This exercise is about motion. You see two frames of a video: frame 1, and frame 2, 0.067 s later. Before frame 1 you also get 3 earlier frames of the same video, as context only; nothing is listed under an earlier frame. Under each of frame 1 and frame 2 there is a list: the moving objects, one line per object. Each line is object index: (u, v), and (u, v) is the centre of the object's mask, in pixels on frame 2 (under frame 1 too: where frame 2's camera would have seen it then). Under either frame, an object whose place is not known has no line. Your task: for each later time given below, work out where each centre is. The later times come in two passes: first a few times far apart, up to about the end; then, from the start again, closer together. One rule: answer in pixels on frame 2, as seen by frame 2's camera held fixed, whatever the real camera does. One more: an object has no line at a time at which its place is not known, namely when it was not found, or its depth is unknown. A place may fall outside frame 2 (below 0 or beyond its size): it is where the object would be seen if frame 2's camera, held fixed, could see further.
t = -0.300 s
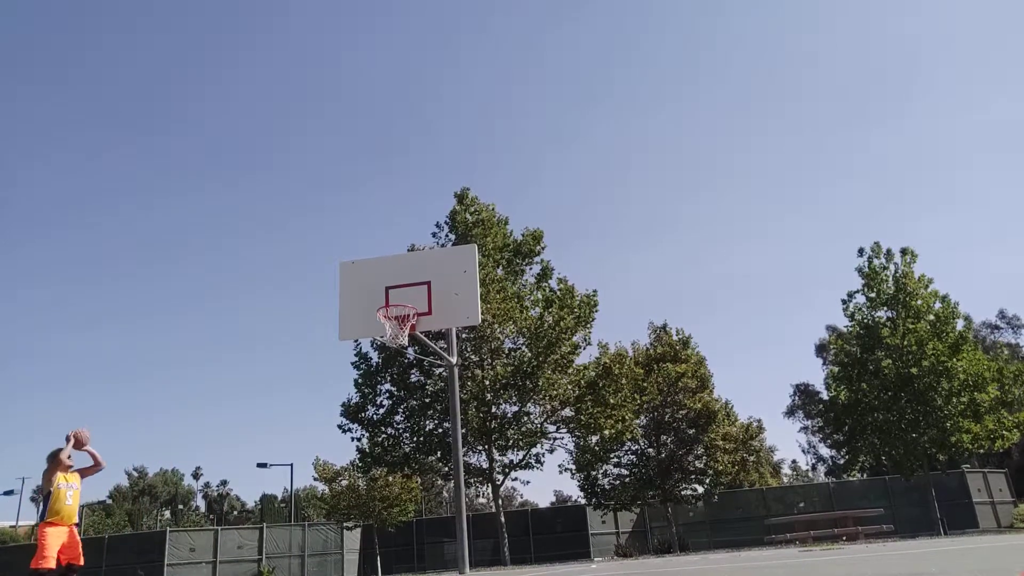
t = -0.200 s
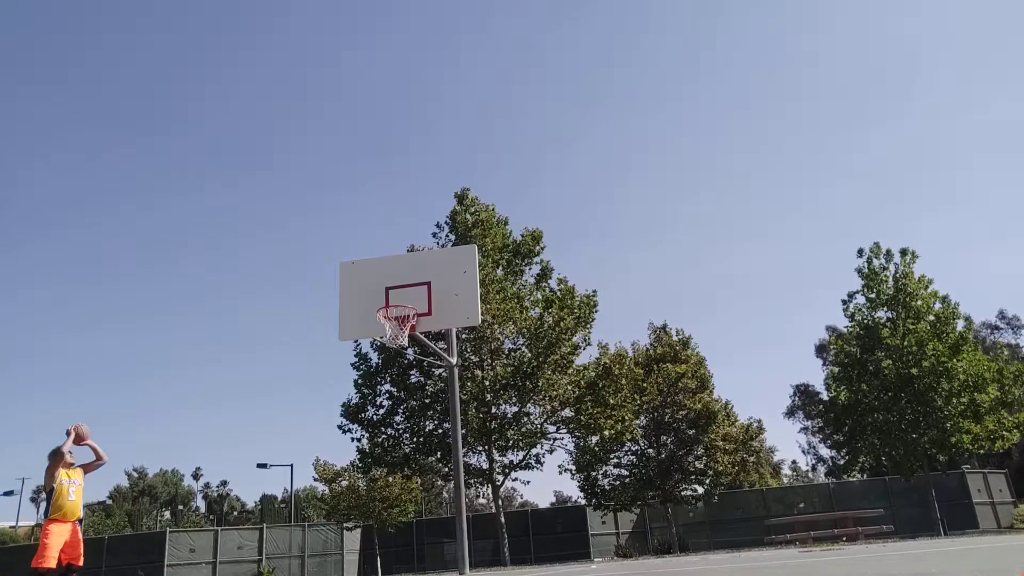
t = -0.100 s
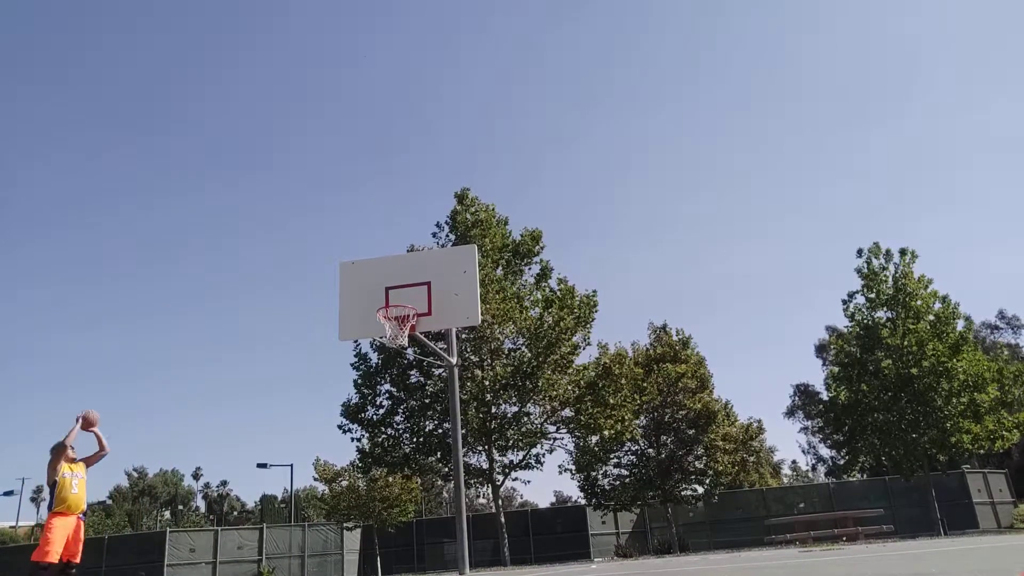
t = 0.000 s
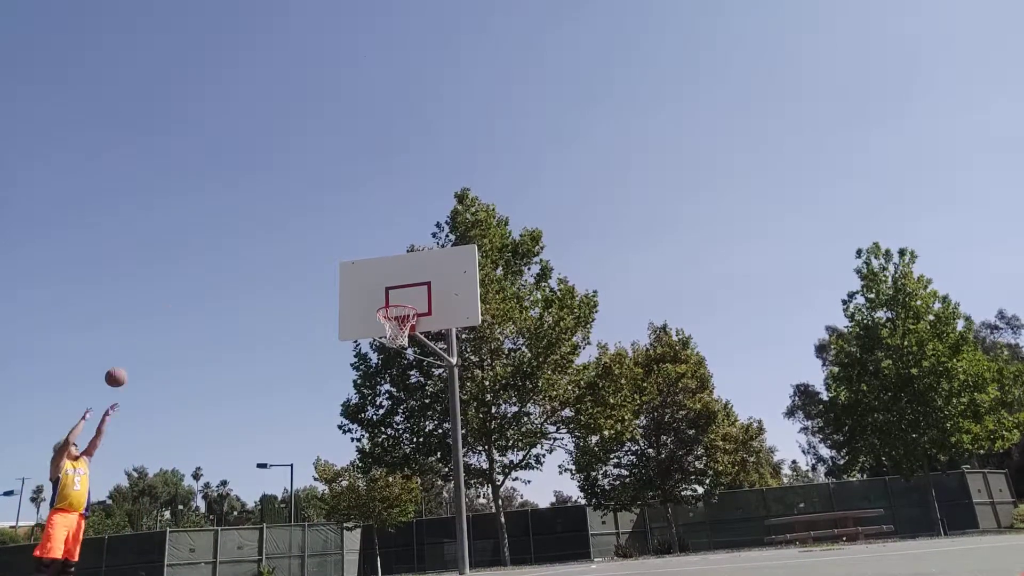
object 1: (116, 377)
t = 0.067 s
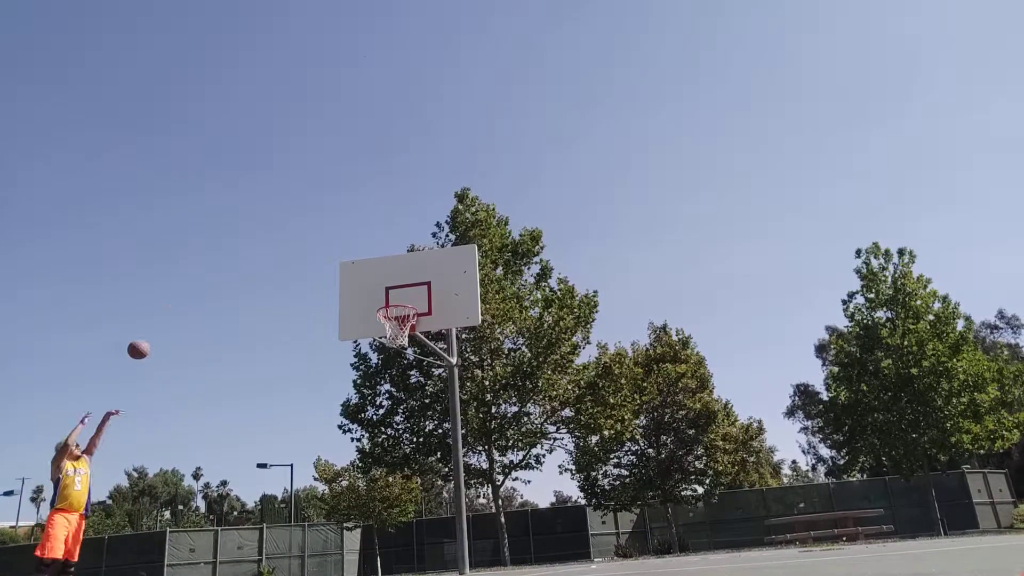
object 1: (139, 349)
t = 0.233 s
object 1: (191, 297)
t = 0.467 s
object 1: (260, 260)
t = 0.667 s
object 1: (316, 260)
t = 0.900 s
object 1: (384, 297)
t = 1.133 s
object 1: (409, 348)
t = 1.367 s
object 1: (410, 424)
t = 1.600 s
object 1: (415, 552)
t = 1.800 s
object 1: (398, 487)
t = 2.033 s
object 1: (377, 424)
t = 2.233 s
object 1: (361, 404)
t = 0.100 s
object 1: (149, 337)
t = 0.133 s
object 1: (160, 326)
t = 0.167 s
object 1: (170, 315)
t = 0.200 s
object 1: (181, 306)
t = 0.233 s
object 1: (191, 297)
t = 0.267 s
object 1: (201, 290)
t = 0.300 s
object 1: (211, 283)
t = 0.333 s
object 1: (221, 276)
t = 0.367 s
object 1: (231, 271)
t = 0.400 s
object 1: (241, 267)
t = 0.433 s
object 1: (250, 263)
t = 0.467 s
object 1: (260, 260)
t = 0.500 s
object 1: (269, 258)
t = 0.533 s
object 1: (278, 257)
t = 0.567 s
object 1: (288, 256)
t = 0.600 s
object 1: (297, 257)
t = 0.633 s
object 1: (306, 258)
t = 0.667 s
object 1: (316, 260)
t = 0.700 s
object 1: (326, 263)
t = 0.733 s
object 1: (335, 266)
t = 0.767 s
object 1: (345, 271)
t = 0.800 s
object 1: (355, 276)
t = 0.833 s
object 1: (365, 282)
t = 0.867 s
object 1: (374, 289)
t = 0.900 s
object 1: (384, 297)
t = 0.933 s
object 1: (396, 302)
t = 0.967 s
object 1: (405, 316)
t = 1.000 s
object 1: (406, 324)
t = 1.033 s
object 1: (409, 325)
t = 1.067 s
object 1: (408, 335)
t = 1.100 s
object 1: (410, 342)
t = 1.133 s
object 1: (409, 348)
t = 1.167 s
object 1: (410, 356)
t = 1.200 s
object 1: (410, 365)
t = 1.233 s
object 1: (410, 374)
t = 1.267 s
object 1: (410, 385)
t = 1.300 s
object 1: (410, 397)
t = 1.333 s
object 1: (411, 409)
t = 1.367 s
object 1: (410, 424)
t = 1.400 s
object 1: (411, 438)
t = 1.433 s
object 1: (411, 455)
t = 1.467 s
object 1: (412, 472)
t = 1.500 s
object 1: (414, 489)
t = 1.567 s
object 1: (414, 530)
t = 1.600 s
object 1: (415, 552)
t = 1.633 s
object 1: (415, 567)
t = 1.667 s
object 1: (411, 550)
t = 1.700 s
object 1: (407, 533)
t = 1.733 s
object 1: (404, 516)
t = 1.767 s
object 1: (401, 502)
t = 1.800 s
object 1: (398, 487)
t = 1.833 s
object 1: (394, 476)
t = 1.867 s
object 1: (391, 464)
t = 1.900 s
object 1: (388, 454)
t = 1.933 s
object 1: (385, 445)
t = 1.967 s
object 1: (383, 436)
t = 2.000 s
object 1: (380, 429)
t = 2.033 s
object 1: (377, 424)
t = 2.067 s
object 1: (375, 418)
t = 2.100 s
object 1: (371, 413)
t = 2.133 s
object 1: (368, 409)
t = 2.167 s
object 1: (366, 406)
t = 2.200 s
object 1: (364, 404)
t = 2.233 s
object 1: (361, 404)
